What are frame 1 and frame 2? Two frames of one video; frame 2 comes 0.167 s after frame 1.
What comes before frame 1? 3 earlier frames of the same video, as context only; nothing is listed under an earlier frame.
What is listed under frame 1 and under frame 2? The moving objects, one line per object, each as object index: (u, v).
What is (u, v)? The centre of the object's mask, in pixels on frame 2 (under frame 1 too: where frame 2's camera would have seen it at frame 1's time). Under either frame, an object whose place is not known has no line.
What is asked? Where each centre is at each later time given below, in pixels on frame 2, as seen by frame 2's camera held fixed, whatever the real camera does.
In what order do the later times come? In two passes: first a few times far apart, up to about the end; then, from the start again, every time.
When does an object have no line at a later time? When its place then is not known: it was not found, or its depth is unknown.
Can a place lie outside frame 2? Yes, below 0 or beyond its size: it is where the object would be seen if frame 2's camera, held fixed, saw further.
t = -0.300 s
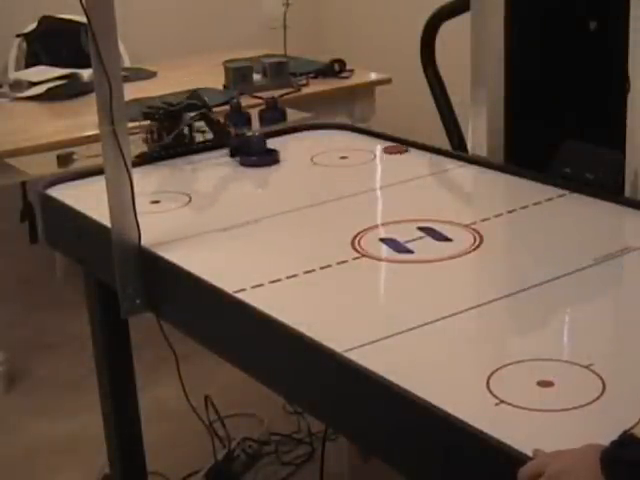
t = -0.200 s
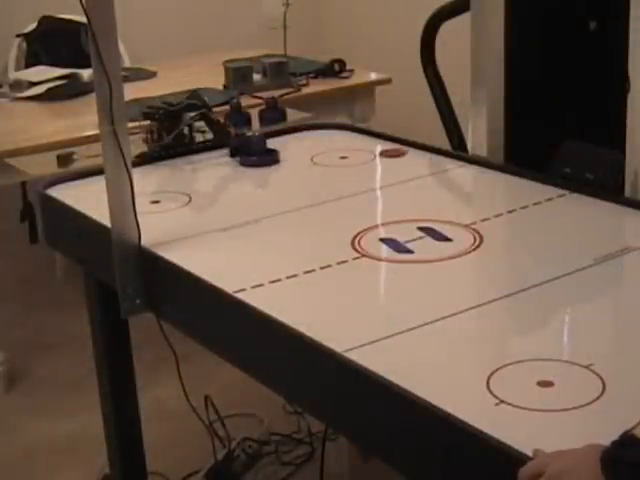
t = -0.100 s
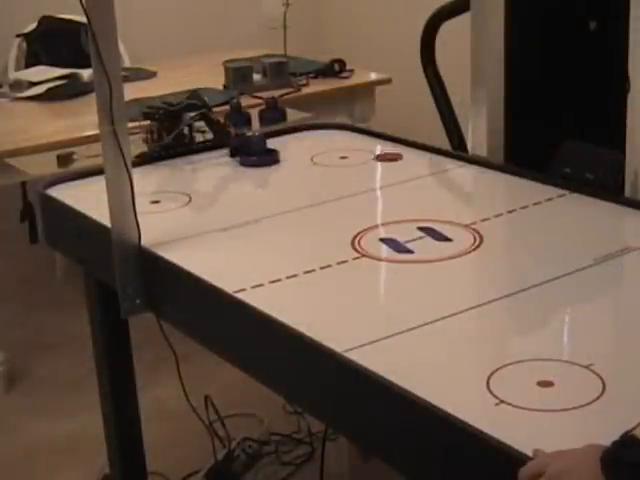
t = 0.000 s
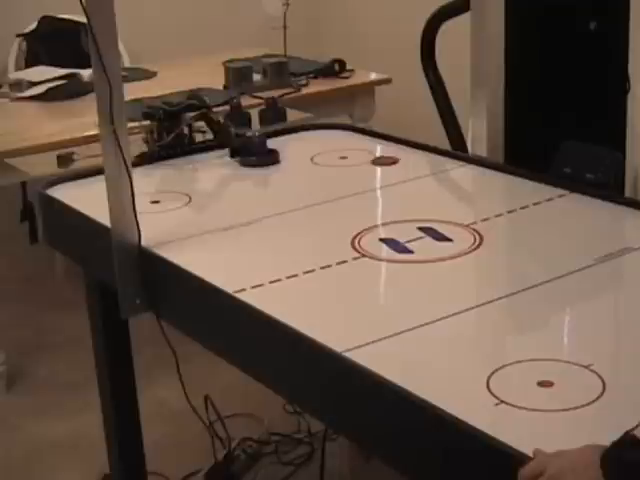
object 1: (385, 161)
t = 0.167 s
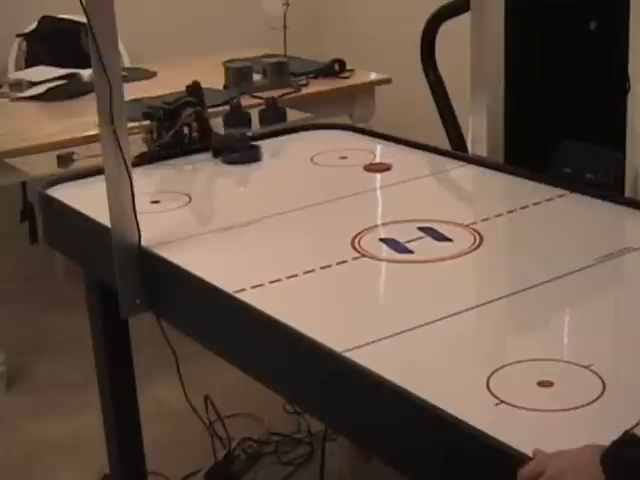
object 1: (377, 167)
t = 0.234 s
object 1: (374, 170)
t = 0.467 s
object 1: (363, 180)
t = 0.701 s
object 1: (353, 190)
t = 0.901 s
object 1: (343, 200)
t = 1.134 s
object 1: (332, 212)
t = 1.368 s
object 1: (321, 224)
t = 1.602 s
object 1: (312, 237)
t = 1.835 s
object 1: (303, 251)
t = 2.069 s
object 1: (297, 265)
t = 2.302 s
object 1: (295, 278)
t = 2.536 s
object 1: (296, 292)
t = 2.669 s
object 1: (299, 299)
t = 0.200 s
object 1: (376, 168)
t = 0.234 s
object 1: (374, 170)
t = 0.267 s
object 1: (373, 171)
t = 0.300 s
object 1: (371, 173)
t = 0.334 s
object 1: (370, 174)
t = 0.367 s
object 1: (368, 175)
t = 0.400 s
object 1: (367, 177)
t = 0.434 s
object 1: (365, 178)
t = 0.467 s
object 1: (363, 180)
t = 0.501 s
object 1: (362, 181)
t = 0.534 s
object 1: (360, 182)
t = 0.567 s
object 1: (359, 184)
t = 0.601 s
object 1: (357, 186)
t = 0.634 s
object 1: (356, 188)
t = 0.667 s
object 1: (355, 189)
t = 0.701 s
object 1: (353, 190)
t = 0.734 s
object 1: (351, 192)
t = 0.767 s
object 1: (349, 193)
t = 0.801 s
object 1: (348, 195)
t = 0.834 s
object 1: (346, 196)
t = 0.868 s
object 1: (345, 198)
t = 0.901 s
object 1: (343, 200)
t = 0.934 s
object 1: (342, 201)
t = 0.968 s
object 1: (340, 203)
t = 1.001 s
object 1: (338, 205)
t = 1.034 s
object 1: (337, 206)
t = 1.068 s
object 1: (335, 208)
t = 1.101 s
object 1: (334, 210)
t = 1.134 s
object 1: (332, 212)
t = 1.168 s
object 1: (331, 213)
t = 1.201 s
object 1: (329, 215)
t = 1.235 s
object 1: (328, 217)
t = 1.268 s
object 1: (326, 219)
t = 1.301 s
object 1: (324, 220)
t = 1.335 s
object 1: (323, 222)
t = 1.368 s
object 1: (321, 224)
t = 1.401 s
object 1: (320, 226)
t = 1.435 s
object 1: (319, 228)
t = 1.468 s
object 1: (317, 229)
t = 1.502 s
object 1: (316, 231)
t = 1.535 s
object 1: (314, 233)
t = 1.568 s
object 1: (313, 235)
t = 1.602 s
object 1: (312, 237)
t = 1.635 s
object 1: (310, 239)
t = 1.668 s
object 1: (309, 241)
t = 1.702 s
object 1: (308, 243)
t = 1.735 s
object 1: (306, 245)
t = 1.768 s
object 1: (305, 247)
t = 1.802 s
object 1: (304, 249)
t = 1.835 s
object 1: (303, 251)
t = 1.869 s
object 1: (302, 253)
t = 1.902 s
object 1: (301, 255)
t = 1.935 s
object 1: (300, 257)
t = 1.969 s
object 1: (299, 259)
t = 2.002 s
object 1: (298, 261)
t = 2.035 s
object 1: (298, 263)
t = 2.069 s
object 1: (297, 265)
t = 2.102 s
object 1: (297, 267)
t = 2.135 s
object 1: (296, 269)
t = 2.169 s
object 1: (296, 271)
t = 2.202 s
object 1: (296, 272)
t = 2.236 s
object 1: (296, 274)
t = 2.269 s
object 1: (295, 277)
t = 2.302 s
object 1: (295, 278)
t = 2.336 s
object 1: (295, 281)
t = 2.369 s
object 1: (295, 283)
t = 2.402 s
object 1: (295, 284)
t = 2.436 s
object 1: (295, 286)
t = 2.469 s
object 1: (295, 288)
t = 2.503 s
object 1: (296, 290)
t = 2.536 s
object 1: (296, 292)
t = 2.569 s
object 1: (297, 294)
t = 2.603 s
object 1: (298, 296)
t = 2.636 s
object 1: (298, 297)
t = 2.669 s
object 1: (299, 299)
